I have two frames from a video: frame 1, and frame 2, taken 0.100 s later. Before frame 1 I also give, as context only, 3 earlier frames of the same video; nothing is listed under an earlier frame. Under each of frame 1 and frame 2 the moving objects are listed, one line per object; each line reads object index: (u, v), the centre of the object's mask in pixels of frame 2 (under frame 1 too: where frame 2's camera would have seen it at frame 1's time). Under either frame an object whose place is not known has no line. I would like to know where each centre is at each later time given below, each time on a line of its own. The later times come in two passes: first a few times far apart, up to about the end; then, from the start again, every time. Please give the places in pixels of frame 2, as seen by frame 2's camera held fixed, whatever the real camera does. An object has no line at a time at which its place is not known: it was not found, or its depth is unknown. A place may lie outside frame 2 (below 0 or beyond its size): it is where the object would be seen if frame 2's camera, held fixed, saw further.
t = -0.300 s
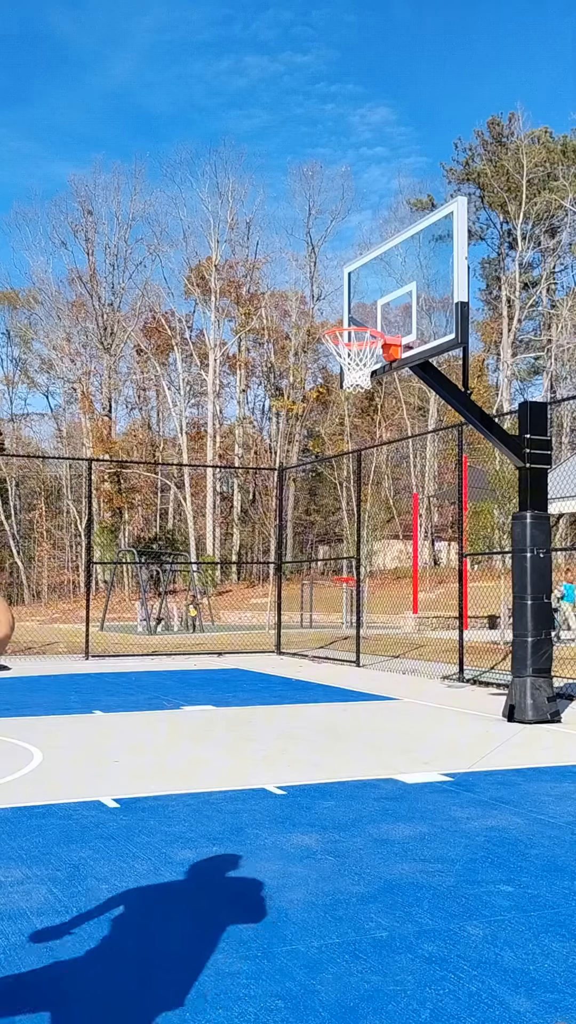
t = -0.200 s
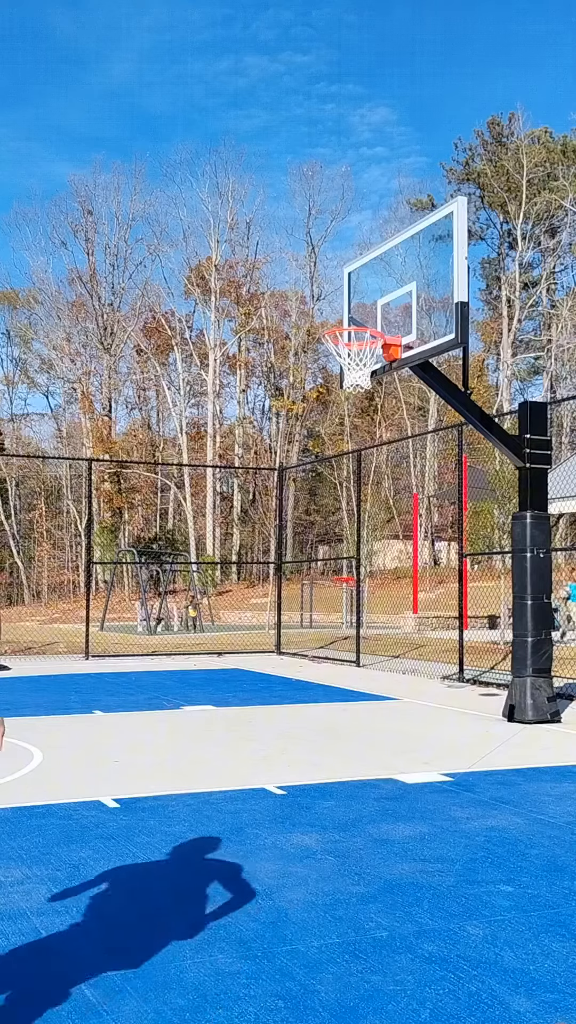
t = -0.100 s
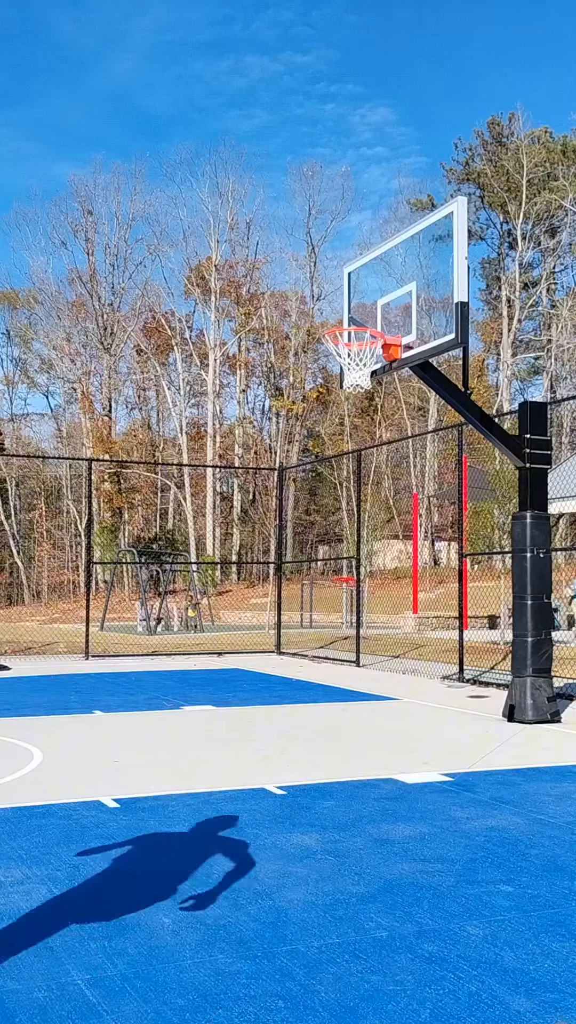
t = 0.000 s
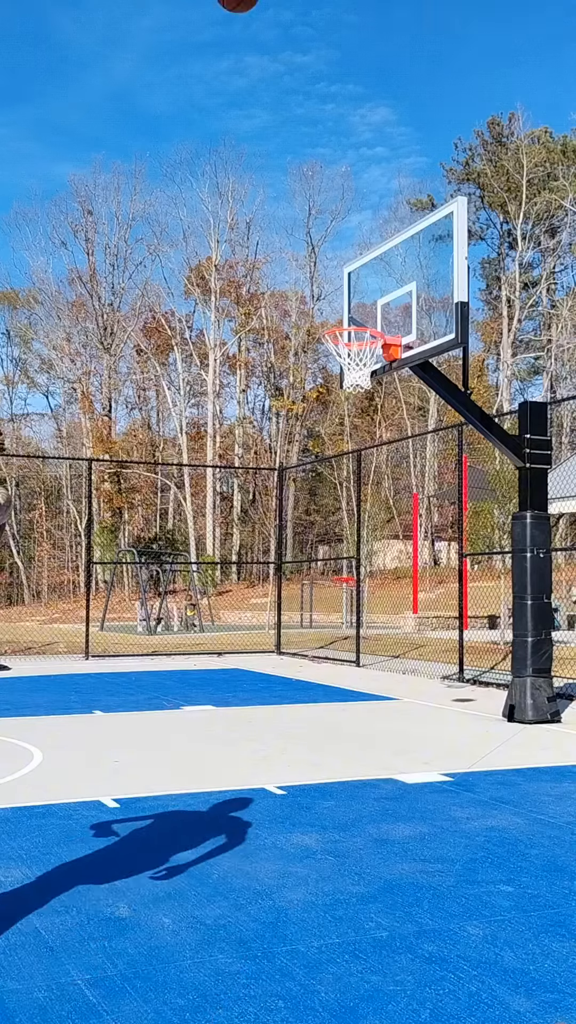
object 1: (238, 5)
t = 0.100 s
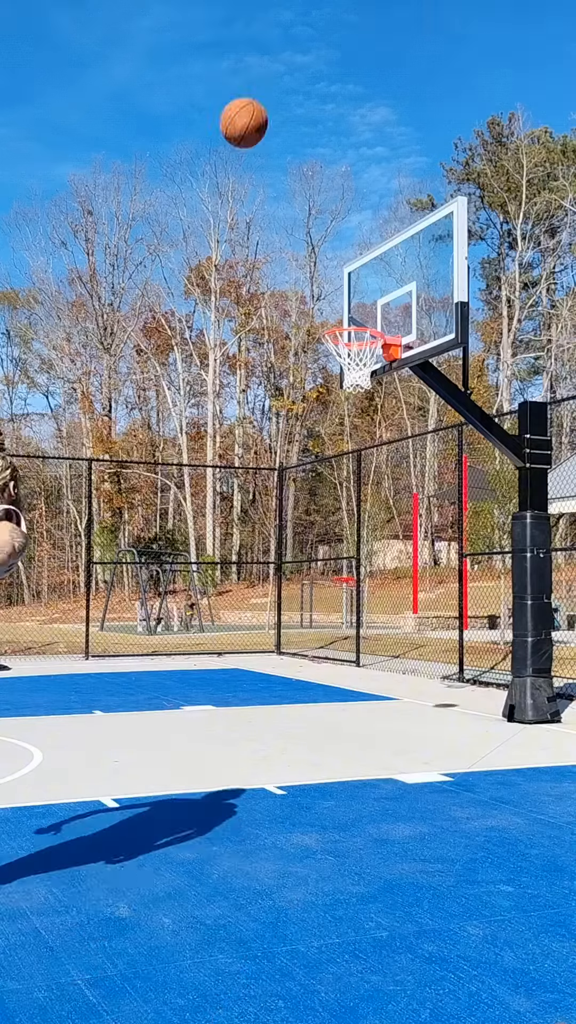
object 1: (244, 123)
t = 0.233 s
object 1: (251, 312)
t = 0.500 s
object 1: (263, 721)
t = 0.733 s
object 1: (269, 539)
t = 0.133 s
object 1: (245, 169)
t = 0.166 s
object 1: (247, 217)
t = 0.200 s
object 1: (249, 264)
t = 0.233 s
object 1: (251, 312)
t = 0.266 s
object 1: (251, 361)
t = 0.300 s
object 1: (254, 411)
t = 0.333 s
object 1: (255, 460)
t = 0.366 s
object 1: (256, 511)
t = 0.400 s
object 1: (257, 561)
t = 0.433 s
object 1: (259, 615)
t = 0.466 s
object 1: (261, 668)
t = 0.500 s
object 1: (263, 721)
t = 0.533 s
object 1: (264, 753)
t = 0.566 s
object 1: (265, 710)
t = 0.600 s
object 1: (266, 671)
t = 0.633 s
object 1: (266, 634)
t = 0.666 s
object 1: (267, 600)
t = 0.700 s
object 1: (268, 567)
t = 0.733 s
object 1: (269, 539)
